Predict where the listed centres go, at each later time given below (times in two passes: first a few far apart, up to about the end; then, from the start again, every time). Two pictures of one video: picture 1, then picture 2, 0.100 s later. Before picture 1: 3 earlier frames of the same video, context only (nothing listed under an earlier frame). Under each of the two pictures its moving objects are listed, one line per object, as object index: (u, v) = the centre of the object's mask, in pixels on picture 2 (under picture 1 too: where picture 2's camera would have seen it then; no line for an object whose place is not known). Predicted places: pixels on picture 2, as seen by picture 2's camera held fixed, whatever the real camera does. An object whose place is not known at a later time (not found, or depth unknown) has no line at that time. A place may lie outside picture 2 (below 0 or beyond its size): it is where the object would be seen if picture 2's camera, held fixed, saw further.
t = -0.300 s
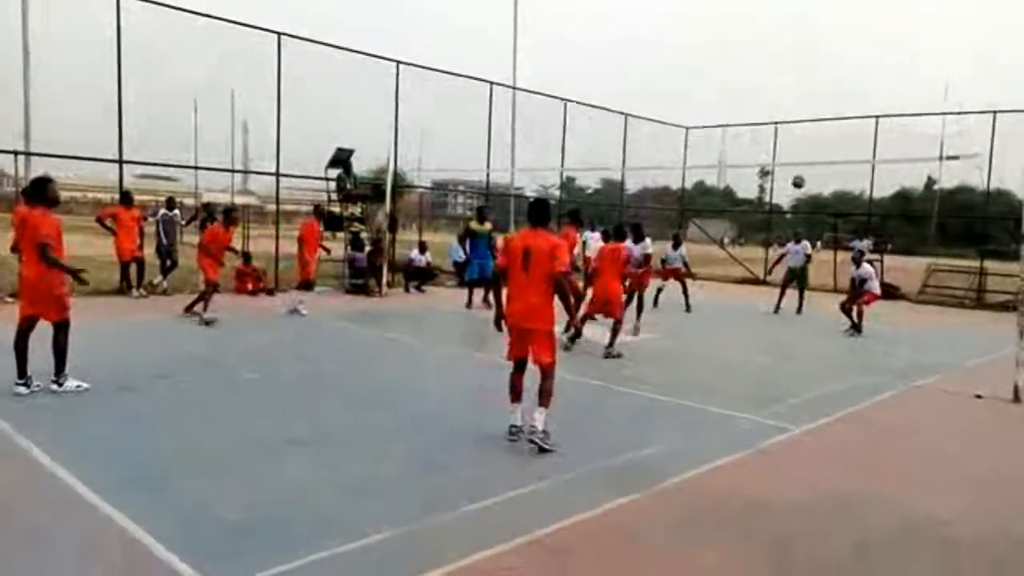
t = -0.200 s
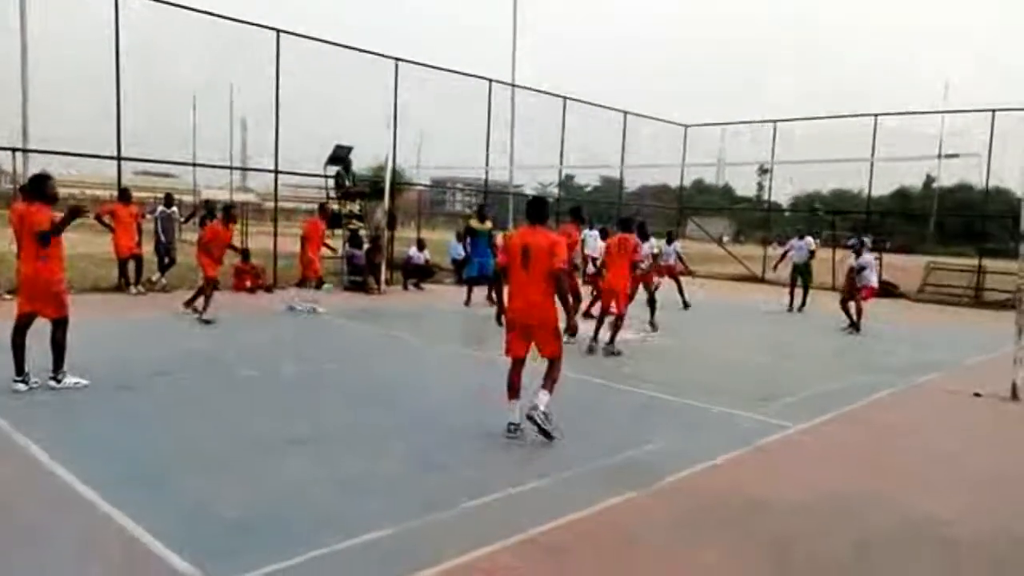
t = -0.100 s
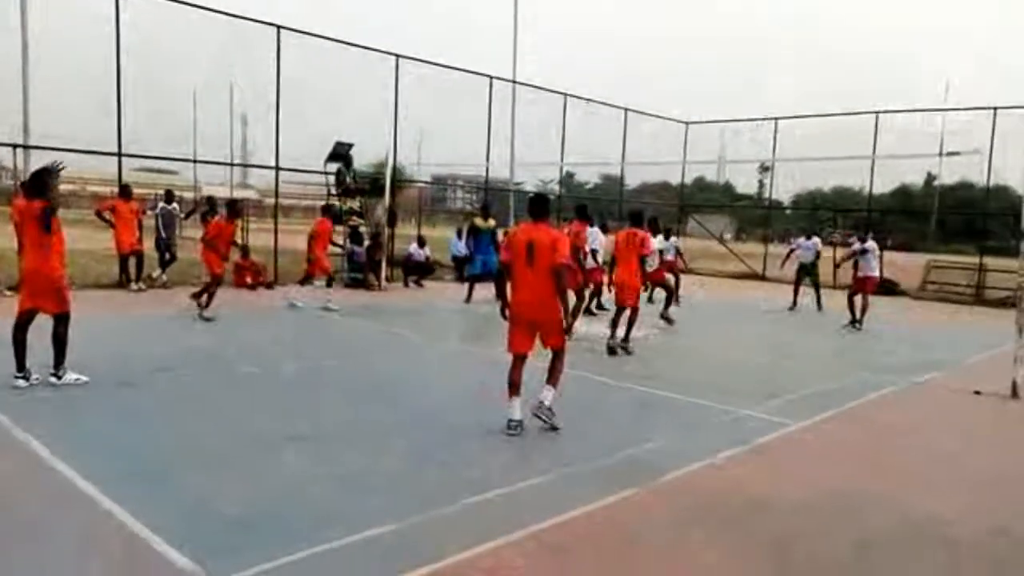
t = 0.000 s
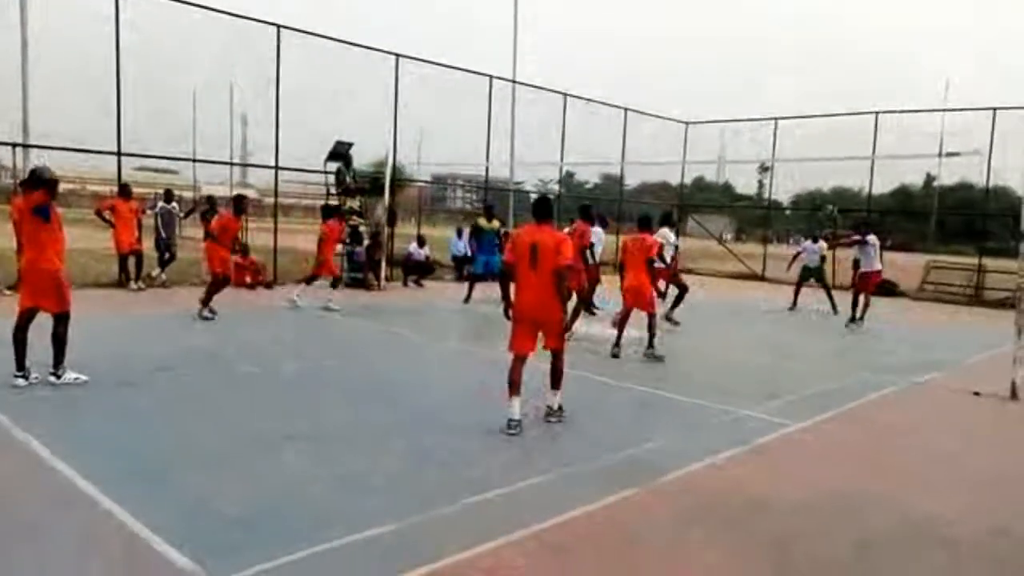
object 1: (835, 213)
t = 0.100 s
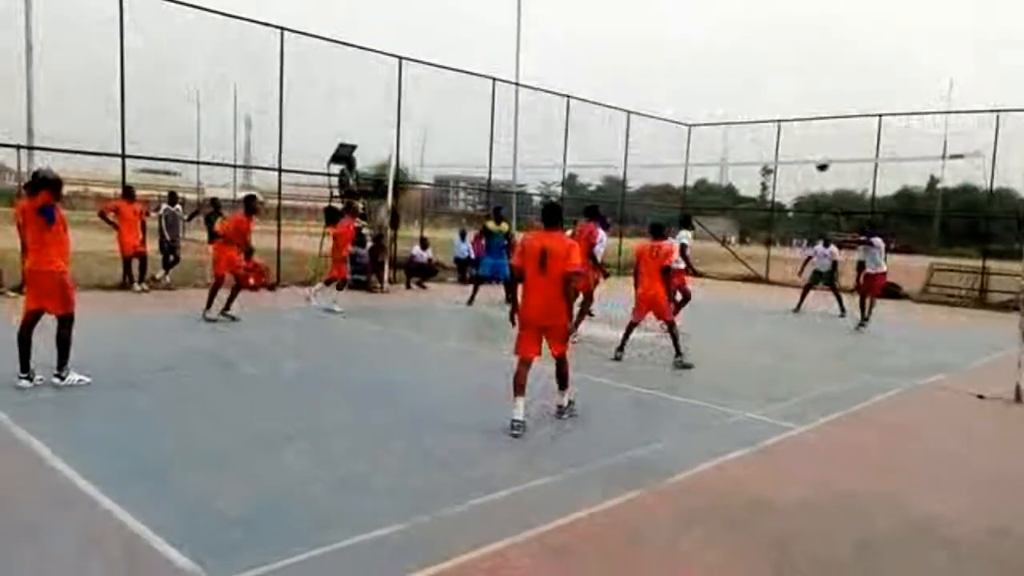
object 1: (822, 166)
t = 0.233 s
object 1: (808, 112)
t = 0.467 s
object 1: (781, 46)
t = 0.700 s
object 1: (752, 15)
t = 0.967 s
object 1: (716, 18)
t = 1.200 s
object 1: (685, 54)
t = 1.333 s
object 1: (668, 86)
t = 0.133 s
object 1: (819, 151)
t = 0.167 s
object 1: (815, 137)
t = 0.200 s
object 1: (811, 124)
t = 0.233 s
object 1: (808, 112)
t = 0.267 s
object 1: (804, 100)
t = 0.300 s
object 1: (801, 89)
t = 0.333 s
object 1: (797, 79)
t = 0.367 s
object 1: (793, 70)
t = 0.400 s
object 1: (790, 61)
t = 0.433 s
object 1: (785, 53)
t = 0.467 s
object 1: (781, 46)
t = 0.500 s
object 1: (777, 39)
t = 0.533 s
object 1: (773, 33)
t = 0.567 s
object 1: (769, 28)
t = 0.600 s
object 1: (765, 24)
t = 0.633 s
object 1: (761, 20)
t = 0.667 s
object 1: (757, 17)
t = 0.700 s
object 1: (752, 15)
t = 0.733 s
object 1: (747, 13)
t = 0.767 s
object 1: (743, 12)
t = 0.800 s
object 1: (739, 11)
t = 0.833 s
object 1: (735, 11)
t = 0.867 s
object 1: (730, 12)
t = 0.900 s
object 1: (726, 14)
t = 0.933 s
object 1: (721, 16)
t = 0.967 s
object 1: (716, 18)
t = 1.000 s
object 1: (713, 21)
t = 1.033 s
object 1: (708, 25)
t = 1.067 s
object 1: (703, 30)
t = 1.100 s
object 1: (699, 35)
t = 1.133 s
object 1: (695, 41)
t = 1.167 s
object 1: (690, 47)
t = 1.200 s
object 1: (685, 54)
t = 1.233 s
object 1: (681, 61)
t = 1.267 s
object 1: (677, 69)
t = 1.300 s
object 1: (672, 78)
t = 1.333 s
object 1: (668, 86)
